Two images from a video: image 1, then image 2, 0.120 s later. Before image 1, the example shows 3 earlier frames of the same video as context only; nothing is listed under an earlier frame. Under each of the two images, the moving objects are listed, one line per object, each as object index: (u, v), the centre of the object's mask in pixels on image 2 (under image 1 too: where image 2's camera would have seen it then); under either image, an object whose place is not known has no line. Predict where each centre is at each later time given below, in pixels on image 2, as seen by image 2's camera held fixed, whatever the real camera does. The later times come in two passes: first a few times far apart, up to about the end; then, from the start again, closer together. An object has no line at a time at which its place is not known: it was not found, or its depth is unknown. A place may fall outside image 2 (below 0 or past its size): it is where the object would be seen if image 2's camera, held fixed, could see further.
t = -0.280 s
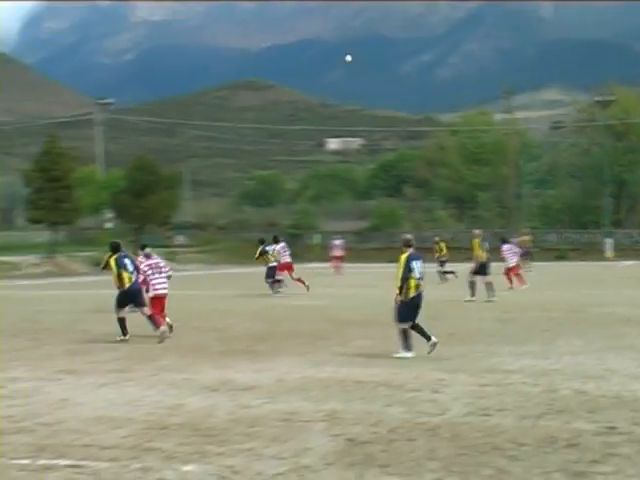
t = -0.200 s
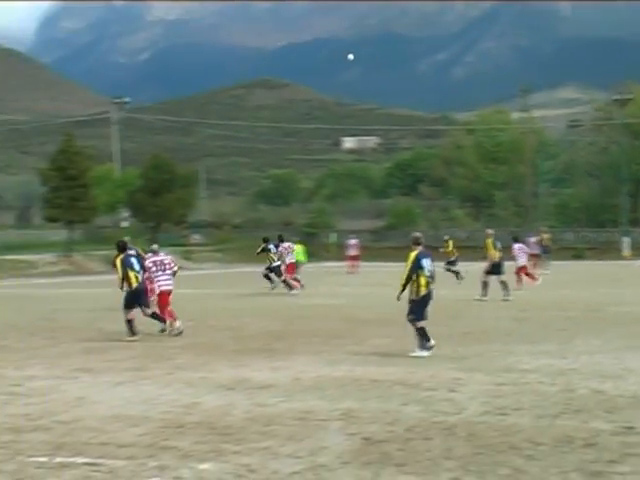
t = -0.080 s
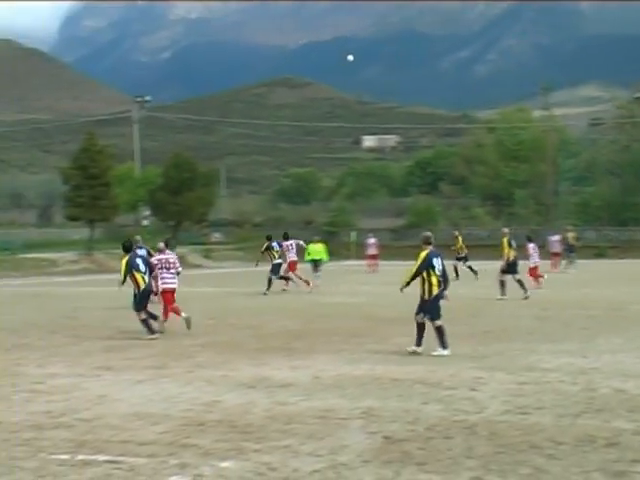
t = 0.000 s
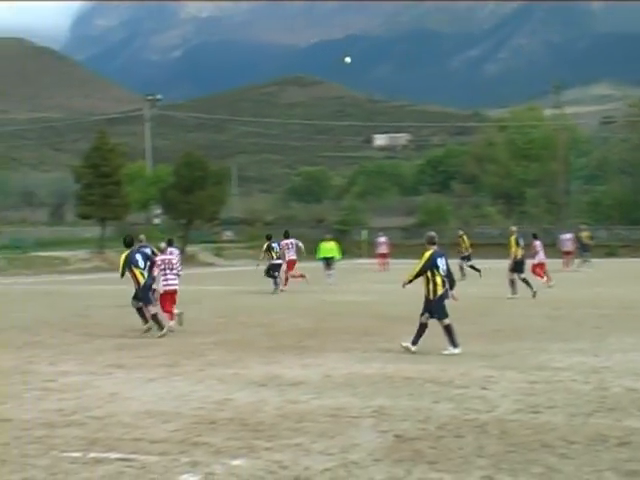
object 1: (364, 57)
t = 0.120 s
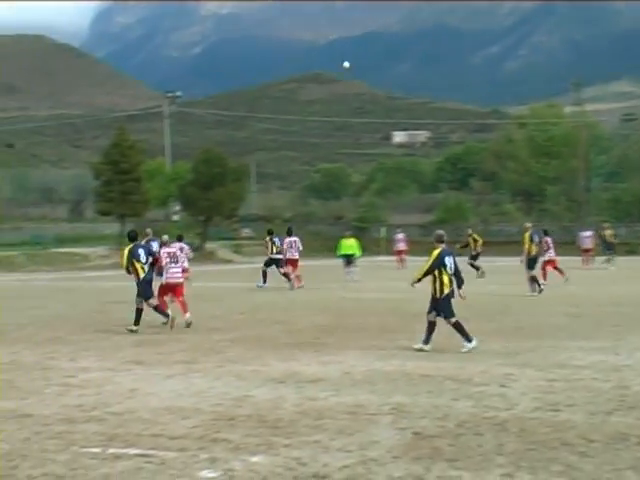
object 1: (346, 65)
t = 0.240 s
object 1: (327, 75)
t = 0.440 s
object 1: (296, 101)
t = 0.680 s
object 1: (259, 143)
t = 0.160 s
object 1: (340, 68)
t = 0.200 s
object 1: (333, 72)
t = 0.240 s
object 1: (327, 75)
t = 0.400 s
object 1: (302, 95)
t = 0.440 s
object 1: (296, 101)
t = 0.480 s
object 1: (290, 107)
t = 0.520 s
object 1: (282, 113)
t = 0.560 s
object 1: (277, 120)
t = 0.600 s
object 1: (270, 128)
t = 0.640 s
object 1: (265, 135)
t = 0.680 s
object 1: (259, 143)
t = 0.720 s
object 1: (252, 152)
